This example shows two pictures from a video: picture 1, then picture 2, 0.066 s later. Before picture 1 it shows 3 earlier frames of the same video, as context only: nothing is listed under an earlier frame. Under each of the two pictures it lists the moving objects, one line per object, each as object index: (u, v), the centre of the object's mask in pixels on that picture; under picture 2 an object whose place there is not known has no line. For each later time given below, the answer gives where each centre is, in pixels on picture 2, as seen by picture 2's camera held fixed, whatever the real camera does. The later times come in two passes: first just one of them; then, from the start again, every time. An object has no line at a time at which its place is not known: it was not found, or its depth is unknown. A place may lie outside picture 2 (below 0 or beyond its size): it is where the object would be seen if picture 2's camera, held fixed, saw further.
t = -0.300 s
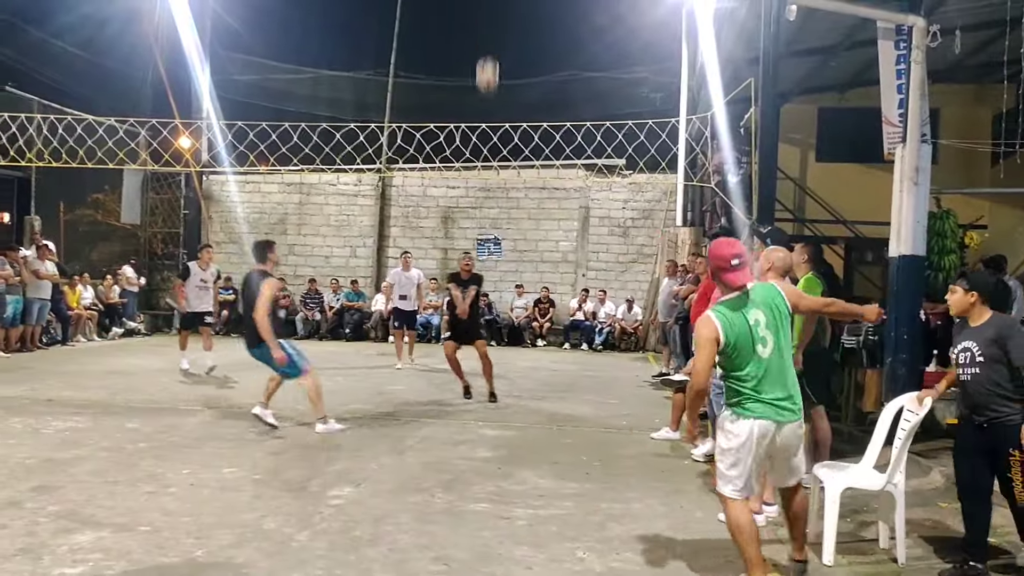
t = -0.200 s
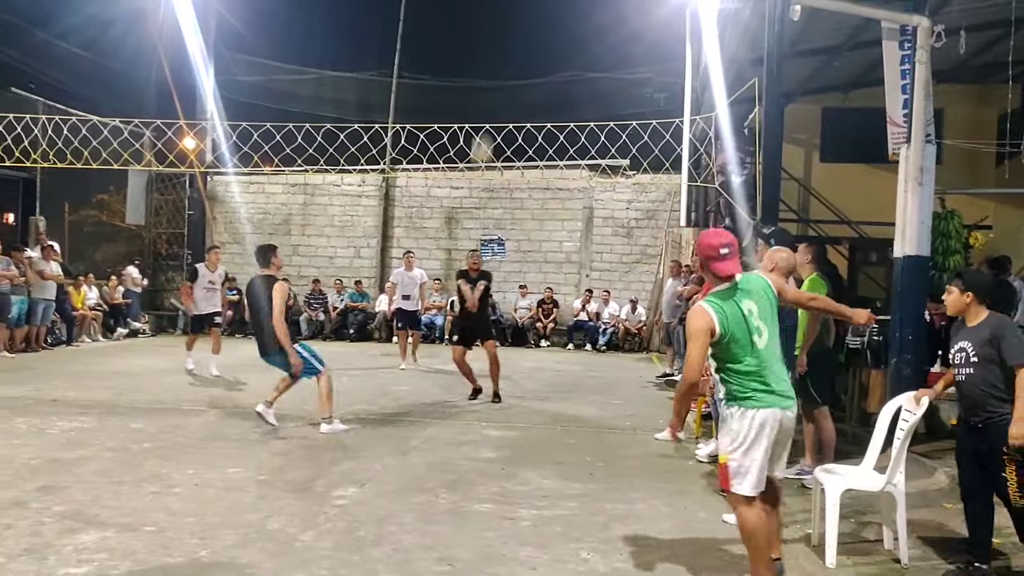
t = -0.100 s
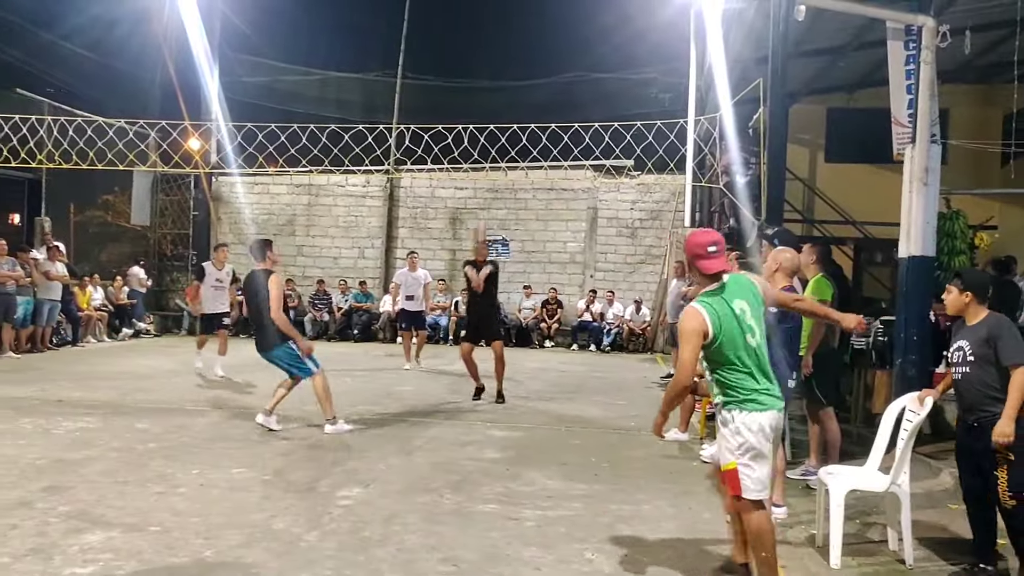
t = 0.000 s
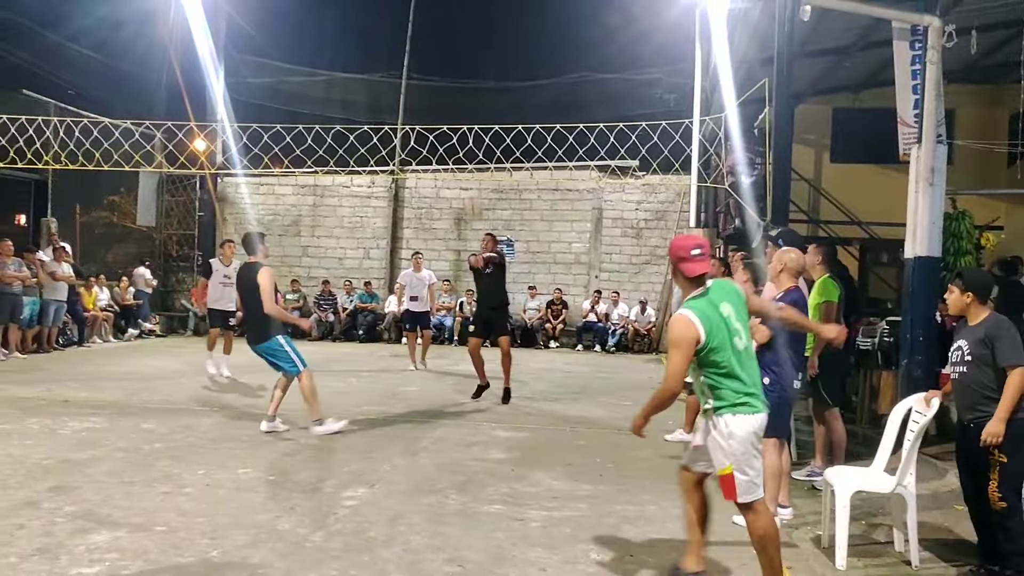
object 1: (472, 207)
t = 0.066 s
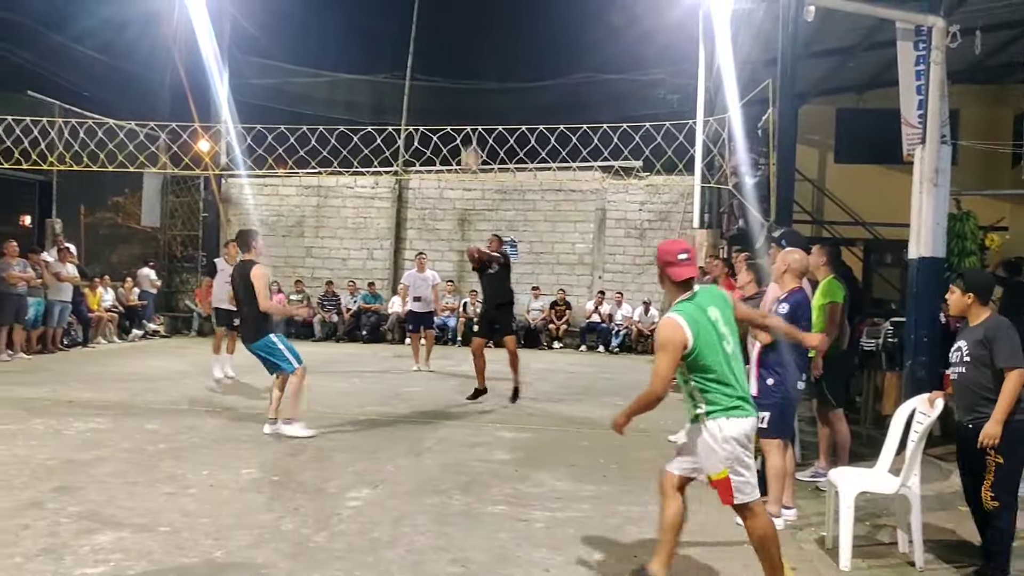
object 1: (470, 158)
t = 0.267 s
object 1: (452, 44)
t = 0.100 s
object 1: (468, 139)
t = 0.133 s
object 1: (465, 115)
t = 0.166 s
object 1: (462, 99)
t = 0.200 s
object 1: (458, 79)
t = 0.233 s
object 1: (455, 62)
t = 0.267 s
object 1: (452, 44)
